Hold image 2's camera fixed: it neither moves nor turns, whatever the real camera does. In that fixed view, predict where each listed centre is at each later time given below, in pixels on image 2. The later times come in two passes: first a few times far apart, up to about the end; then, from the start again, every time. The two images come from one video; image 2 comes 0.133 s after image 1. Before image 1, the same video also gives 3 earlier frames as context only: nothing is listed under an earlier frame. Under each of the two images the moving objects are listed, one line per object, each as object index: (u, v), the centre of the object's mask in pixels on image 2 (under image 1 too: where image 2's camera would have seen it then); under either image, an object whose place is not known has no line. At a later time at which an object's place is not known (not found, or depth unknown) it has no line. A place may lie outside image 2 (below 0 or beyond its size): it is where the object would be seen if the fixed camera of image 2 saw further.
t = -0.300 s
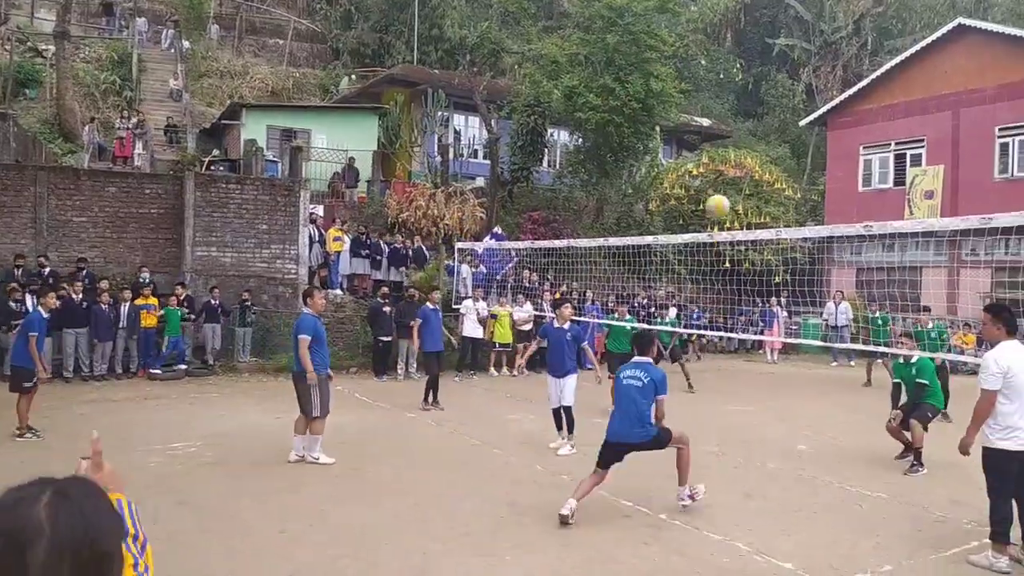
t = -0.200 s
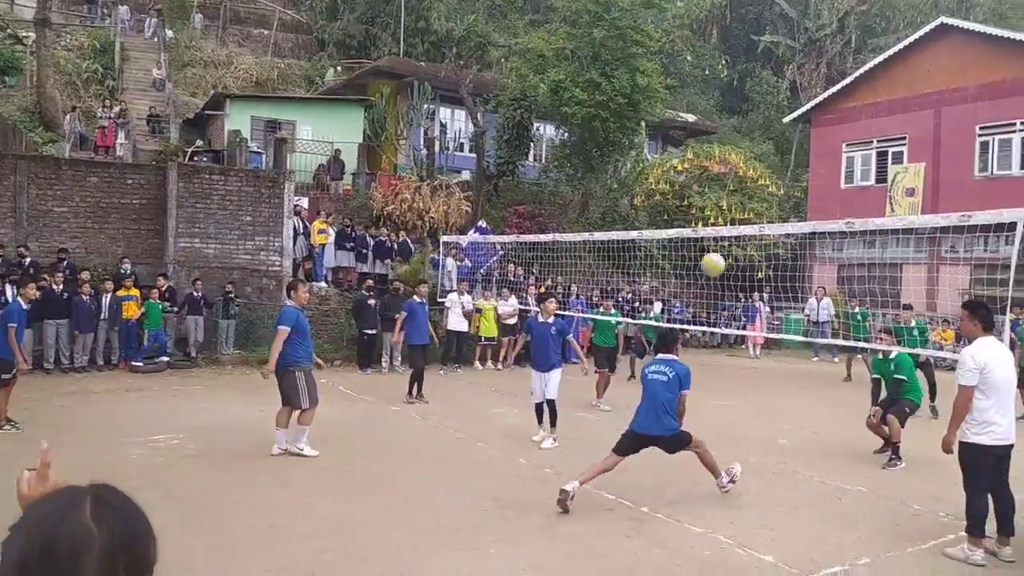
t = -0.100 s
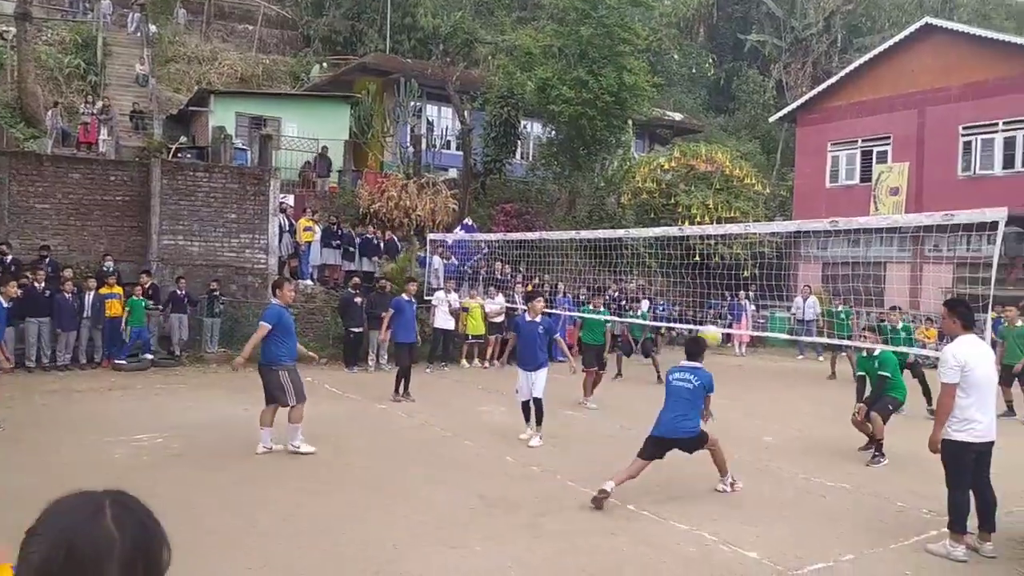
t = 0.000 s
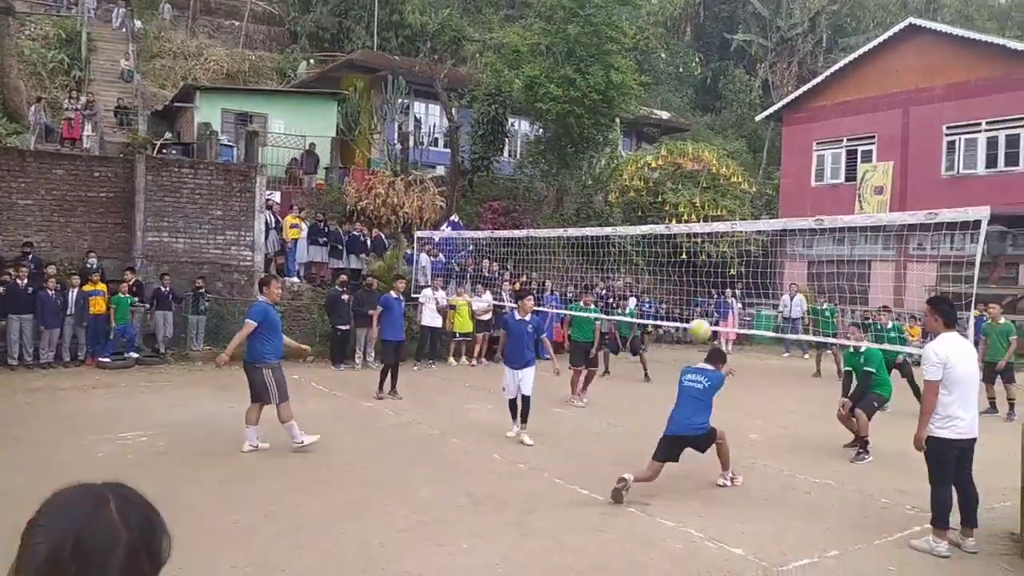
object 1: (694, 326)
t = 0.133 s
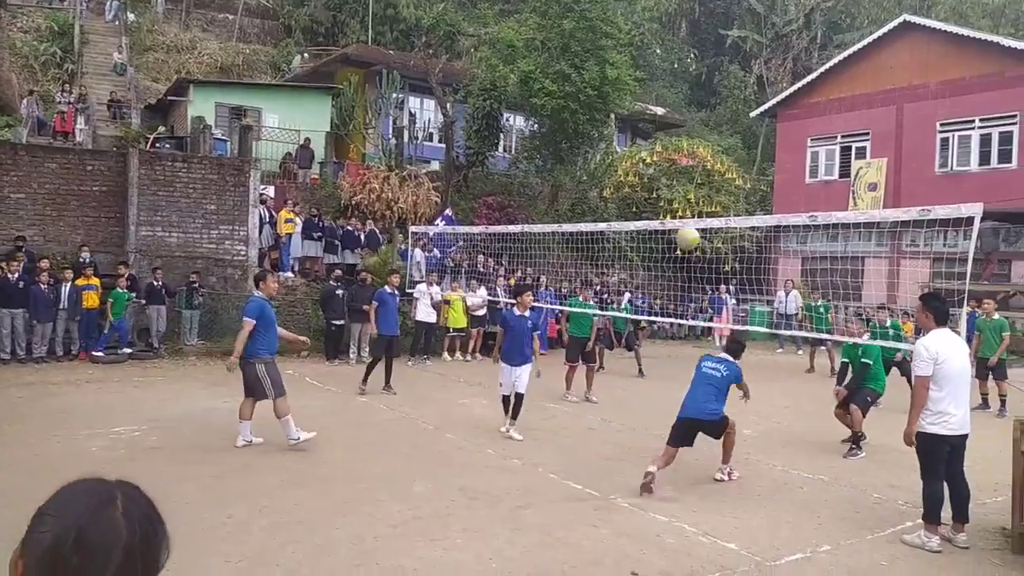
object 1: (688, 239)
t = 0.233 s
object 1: (683, 185)
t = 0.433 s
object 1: (670, 115)
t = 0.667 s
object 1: (653, 86)
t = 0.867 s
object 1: (636, 108)
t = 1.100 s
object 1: (616, 183)
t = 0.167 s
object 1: (686, 219)
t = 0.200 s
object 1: (684, 203)
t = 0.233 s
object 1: (683, 185)
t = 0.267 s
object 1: (680, 171)
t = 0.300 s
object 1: (679, 157)
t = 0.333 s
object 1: (677, 145)
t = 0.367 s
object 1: (675, 133)
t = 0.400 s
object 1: (672, 124)
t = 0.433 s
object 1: (670, 115)
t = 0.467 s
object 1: (668, 107)
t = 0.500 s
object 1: (665, 101)
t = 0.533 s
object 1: (663, 96)
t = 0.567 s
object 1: (660, 91)
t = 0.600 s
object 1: (658, 89)
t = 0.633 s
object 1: (656, 87)
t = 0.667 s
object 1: (653, 86)
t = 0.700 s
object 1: (650, 88)
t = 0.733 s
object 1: (647, 90)
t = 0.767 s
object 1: (645, 93)
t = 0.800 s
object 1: (643, 96)
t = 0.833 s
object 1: (639, 102)
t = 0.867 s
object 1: (636, 108)
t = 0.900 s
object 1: (633, 116)
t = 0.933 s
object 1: (631, 124)
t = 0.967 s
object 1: (628, 135)
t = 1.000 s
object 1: (625, 143)
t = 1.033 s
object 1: (623, 156)
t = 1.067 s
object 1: (620, 169)
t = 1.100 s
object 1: (616, 183)
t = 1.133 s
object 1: (614, 198)
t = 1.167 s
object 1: (610, 213)
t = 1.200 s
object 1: (607, 229)
